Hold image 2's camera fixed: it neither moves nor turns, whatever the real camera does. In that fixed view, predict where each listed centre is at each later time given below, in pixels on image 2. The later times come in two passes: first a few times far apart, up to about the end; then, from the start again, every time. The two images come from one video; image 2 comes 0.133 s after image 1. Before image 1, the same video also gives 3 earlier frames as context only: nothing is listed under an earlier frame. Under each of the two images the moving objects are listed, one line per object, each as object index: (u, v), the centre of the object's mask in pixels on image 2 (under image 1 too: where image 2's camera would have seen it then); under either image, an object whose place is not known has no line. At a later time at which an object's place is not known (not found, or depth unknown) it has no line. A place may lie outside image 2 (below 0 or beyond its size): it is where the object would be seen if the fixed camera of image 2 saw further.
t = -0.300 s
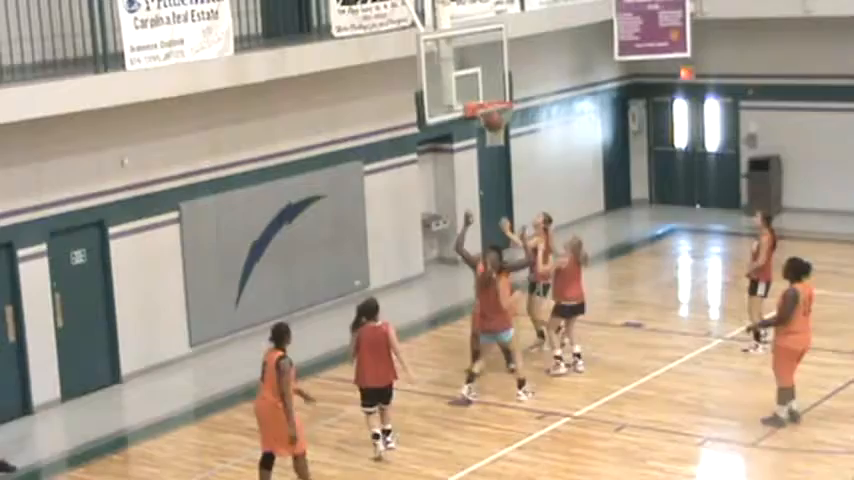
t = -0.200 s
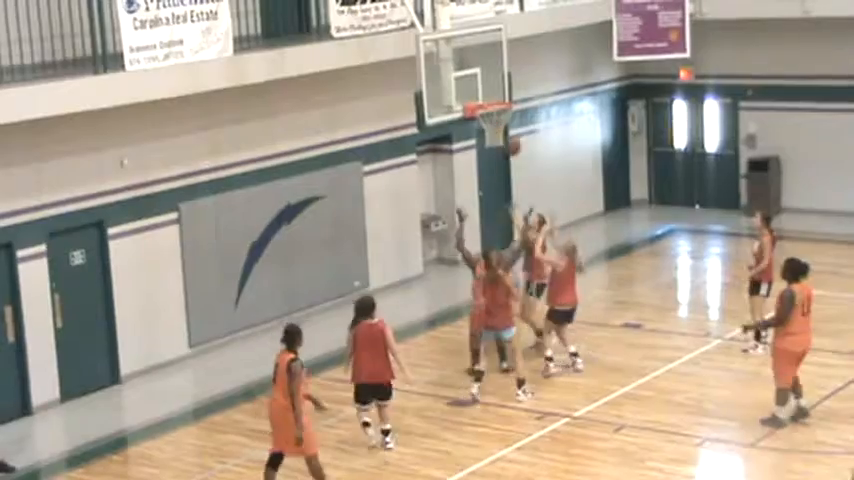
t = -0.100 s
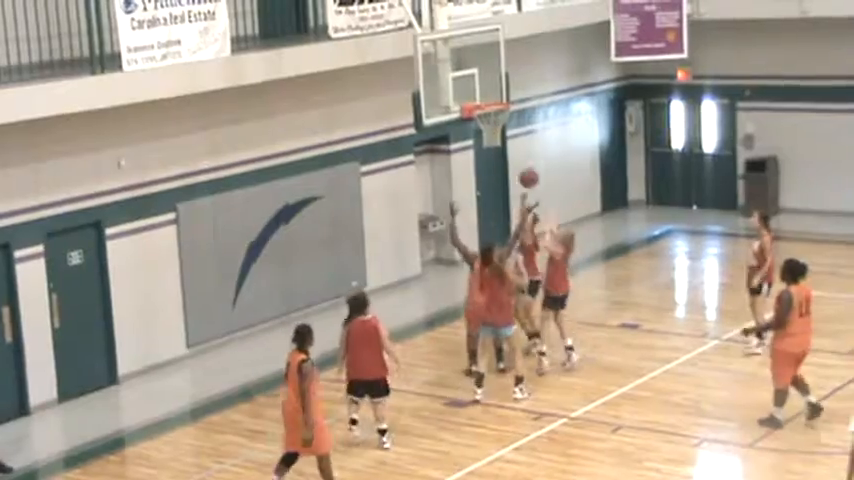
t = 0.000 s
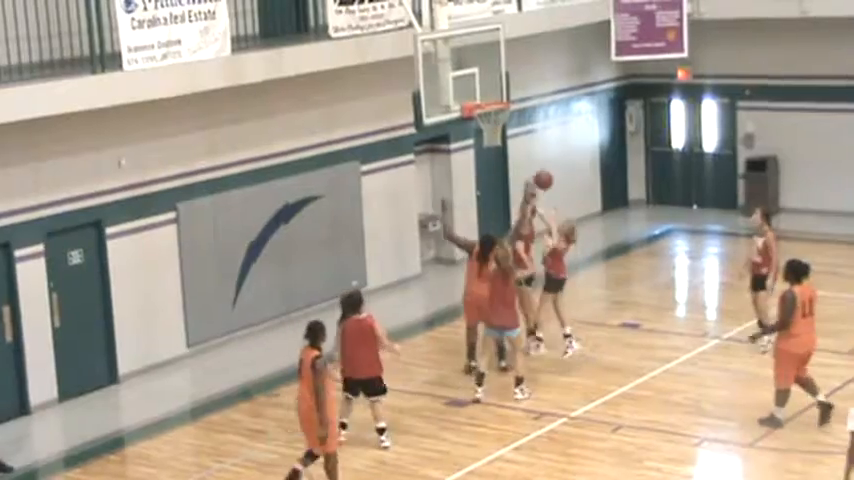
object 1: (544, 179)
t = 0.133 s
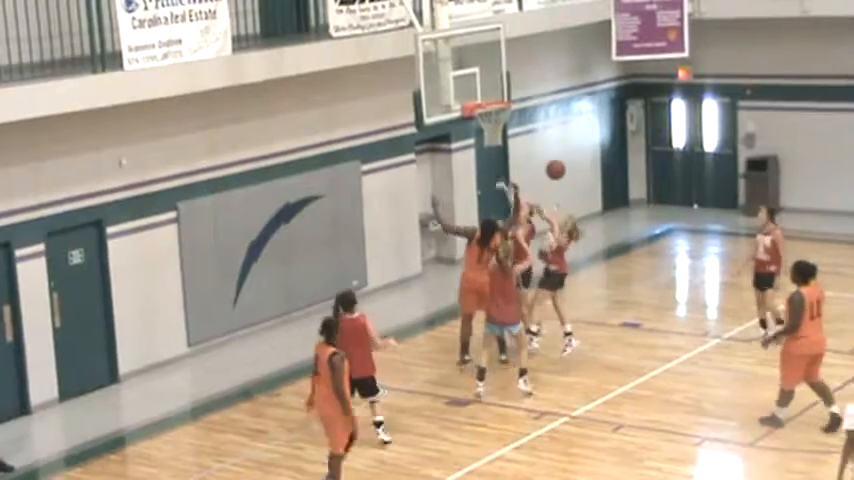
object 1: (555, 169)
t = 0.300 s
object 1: (571, 178)
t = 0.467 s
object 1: (589, 213)
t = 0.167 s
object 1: (558, 169)
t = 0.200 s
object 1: (561, 170)
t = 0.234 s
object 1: (565, 171)
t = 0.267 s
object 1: (568, 174)
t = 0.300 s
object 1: (571, 178)
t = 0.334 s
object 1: (575, 183)
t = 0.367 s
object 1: (578, 189)
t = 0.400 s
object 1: (582, 196)
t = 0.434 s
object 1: (585, 204)
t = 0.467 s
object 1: (589, 213)
